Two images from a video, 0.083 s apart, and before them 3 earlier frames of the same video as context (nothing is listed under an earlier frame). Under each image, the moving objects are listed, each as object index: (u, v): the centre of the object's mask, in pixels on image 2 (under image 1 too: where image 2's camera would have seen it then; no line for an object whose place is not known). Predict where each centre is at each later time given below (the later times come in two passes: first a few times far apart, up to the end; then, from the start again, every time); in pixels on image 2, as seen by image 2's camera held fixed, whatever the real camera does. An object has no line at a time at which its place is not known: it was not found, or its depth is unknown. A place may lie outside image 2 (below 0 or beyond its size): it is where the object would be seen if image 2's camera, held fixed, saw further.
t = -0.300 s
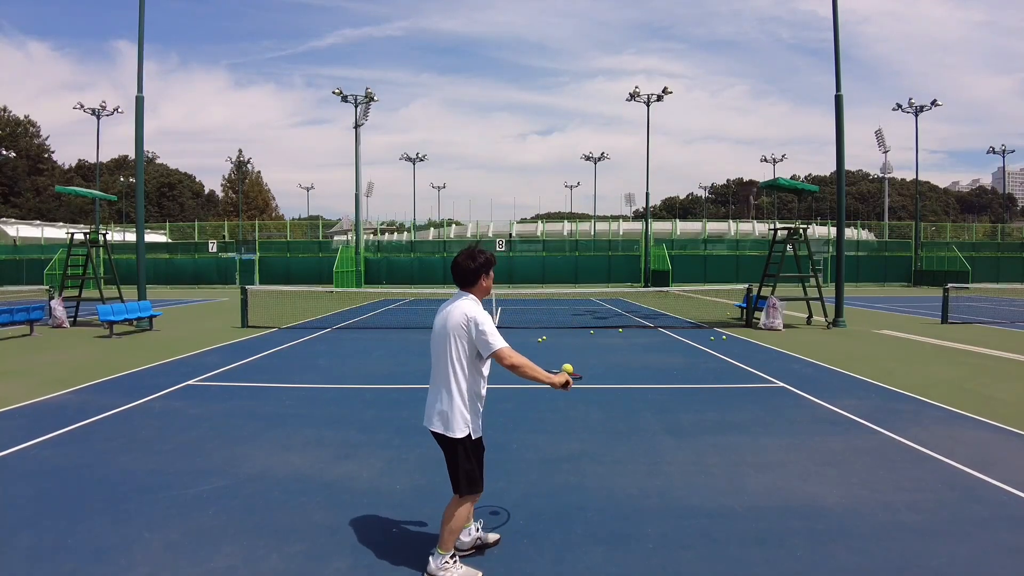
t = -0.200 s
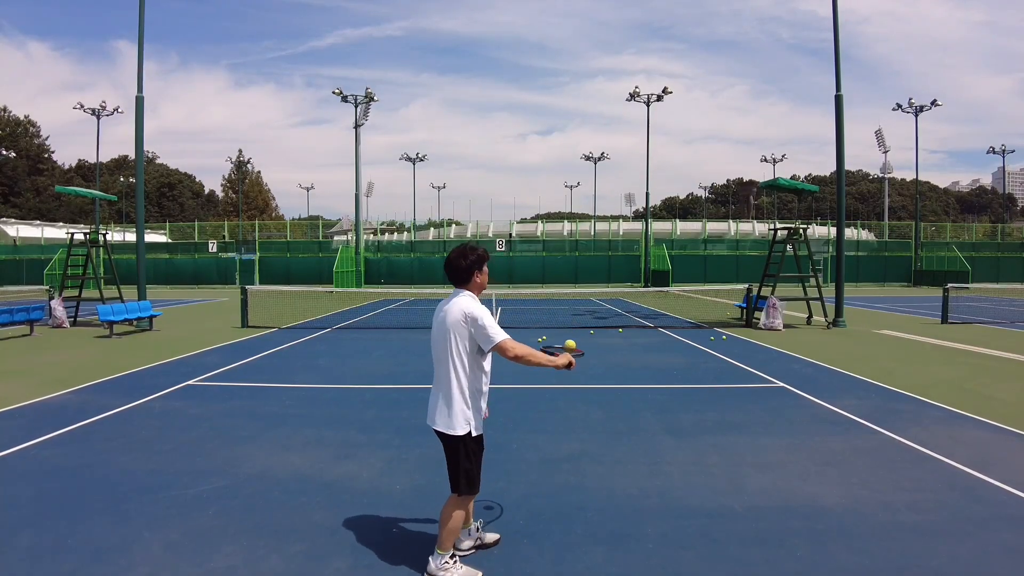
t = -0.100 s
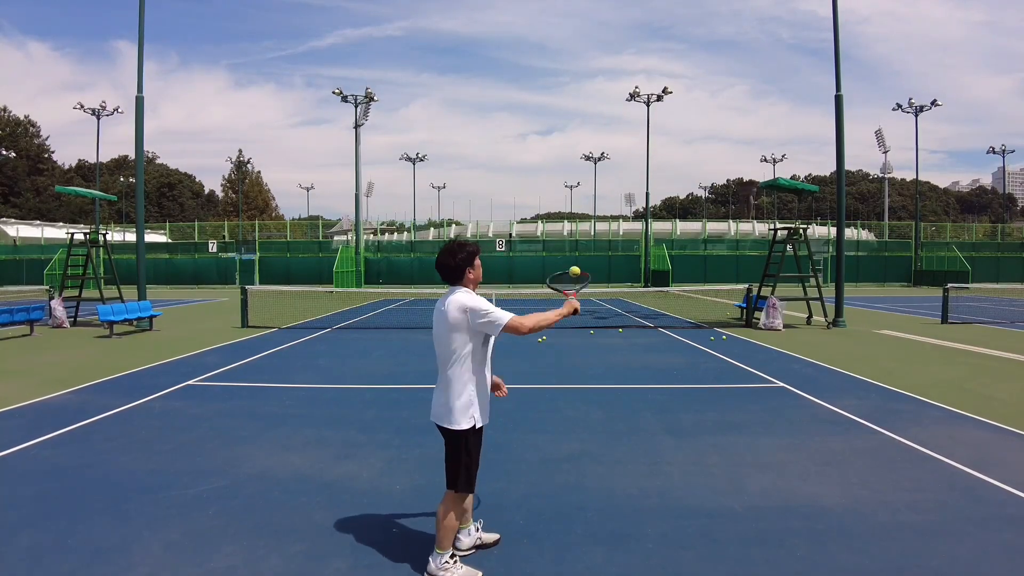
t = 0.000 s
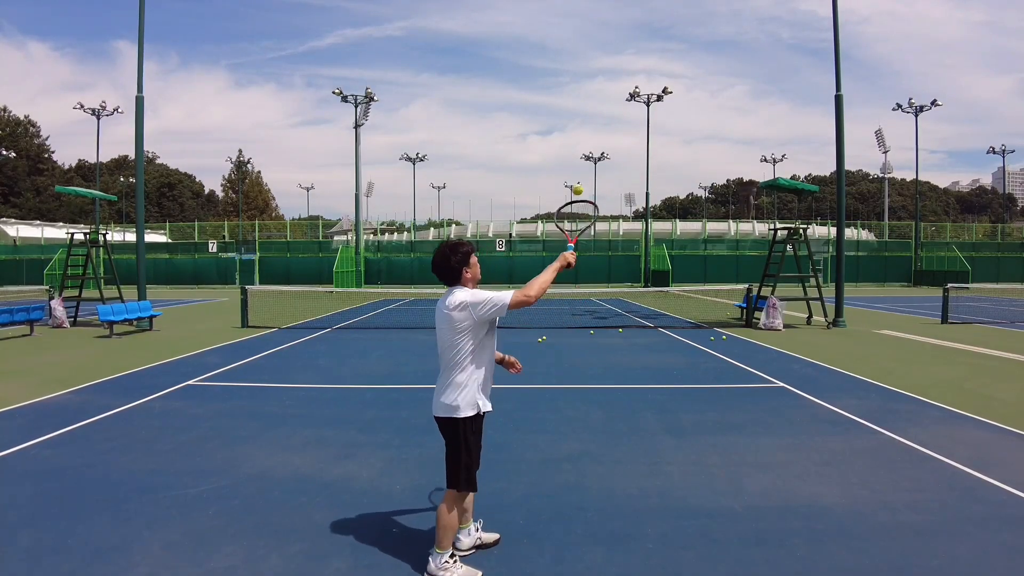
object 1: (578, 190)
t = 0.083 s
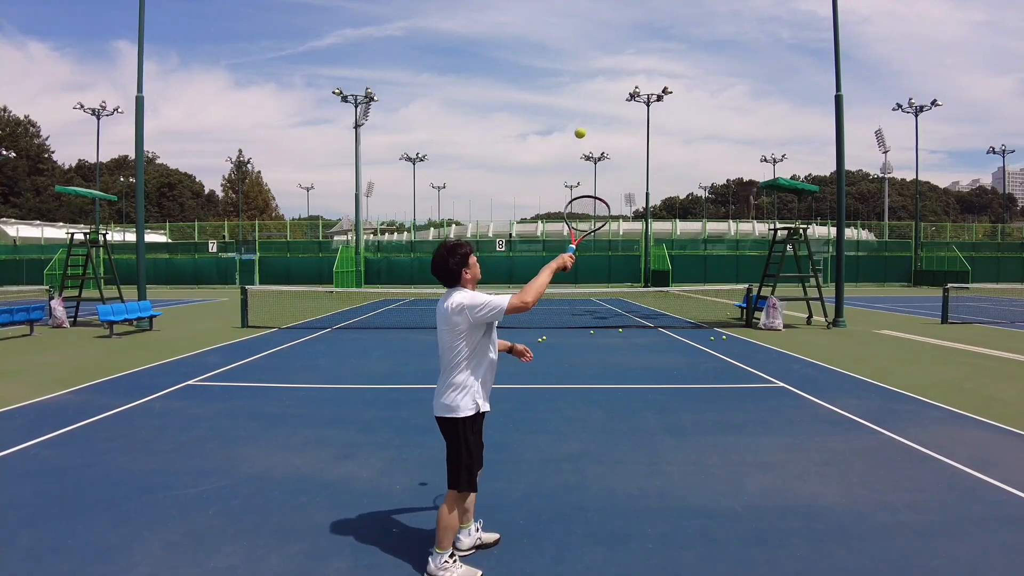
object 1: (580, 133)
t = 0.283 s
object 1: (585, 43)
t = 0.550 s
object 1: (592, 22)
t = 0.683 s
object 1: (595, 55)
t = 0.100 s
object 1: (580, 123)
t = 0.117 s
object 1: (581, 114)
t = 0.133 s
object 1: (581, 104)
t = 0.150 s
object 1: (582, 95)
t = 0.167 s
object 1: (582, 87)
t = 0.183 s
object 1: (583, 79)
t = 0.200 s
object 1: (583, 72)
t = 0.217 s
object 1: (584, 66)
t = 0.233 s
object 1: (584, 59)
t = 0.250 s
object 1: (584, 53)
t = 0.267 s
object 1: (585, 48)
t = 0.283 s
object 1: (585, 43)
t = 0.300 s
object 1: (586, 38)
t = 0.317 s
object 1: (586, 34)
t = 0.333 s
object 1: (586, 30)
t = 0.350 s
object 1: (587, 27)
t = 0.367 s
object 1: (587, 24)
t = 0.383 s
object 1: (588, 22)
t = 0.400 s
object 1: (588, 20)
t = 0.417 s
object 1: (589, 19)
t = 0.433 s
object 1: (589, 18)
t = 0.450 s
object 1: (589, 17)
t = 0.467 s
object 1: (590, 17)
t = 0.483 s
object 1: (590, 17)
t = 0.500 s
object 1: (591, 18)
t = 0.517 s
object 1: (591, 19)
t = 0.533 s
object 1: (591, 21)
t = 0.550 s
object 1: (592, 22)
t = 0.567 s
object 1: (592, 25)
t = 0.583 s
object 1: (593, 28)
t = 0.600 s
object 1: (593, 31)
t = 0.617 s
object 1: (594, 35)
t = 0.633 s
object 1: (594, 39)
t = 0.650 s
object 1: (595, 44)
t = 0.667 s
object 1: (595, 49)
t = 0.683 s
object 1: (595, 55)
